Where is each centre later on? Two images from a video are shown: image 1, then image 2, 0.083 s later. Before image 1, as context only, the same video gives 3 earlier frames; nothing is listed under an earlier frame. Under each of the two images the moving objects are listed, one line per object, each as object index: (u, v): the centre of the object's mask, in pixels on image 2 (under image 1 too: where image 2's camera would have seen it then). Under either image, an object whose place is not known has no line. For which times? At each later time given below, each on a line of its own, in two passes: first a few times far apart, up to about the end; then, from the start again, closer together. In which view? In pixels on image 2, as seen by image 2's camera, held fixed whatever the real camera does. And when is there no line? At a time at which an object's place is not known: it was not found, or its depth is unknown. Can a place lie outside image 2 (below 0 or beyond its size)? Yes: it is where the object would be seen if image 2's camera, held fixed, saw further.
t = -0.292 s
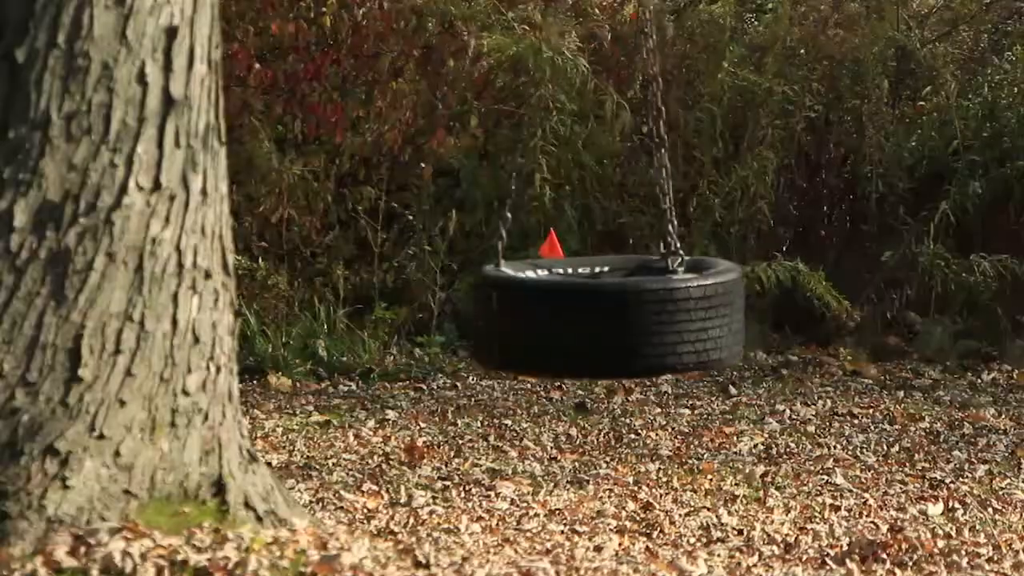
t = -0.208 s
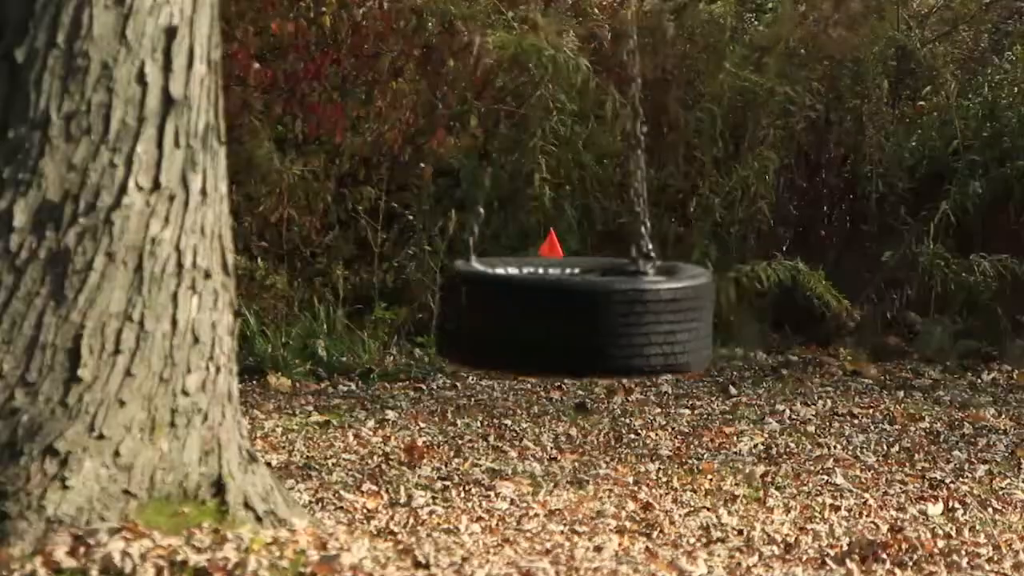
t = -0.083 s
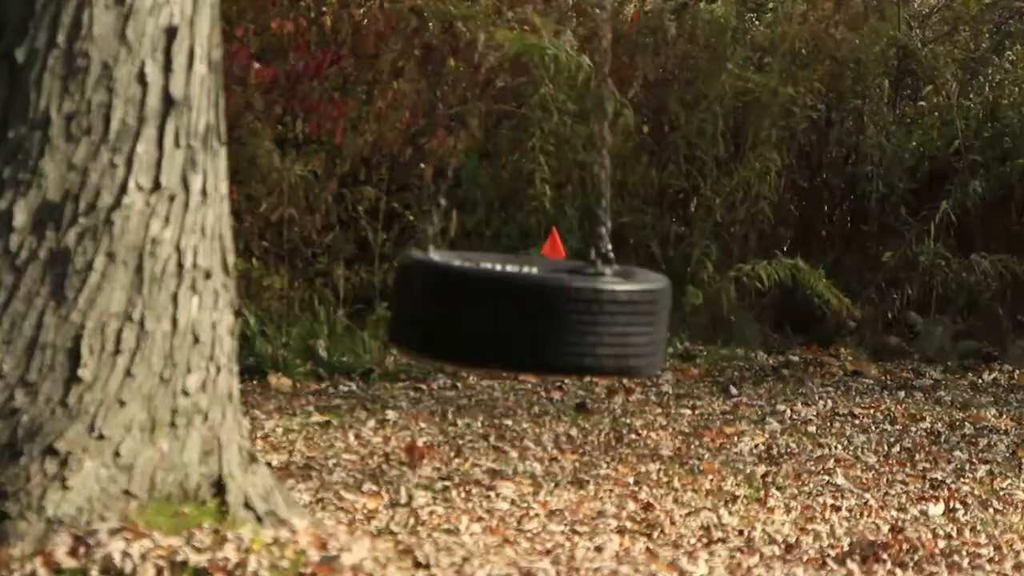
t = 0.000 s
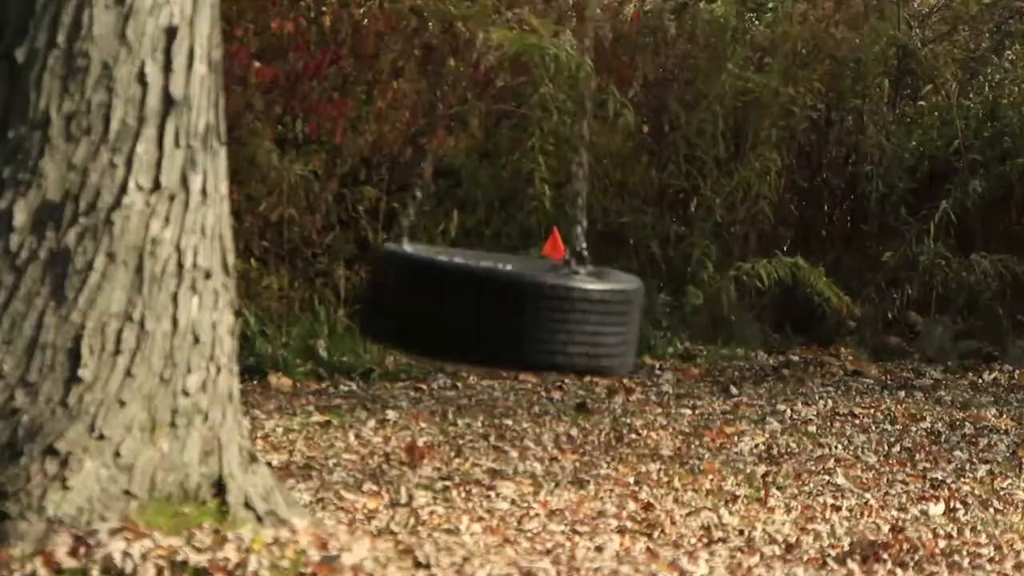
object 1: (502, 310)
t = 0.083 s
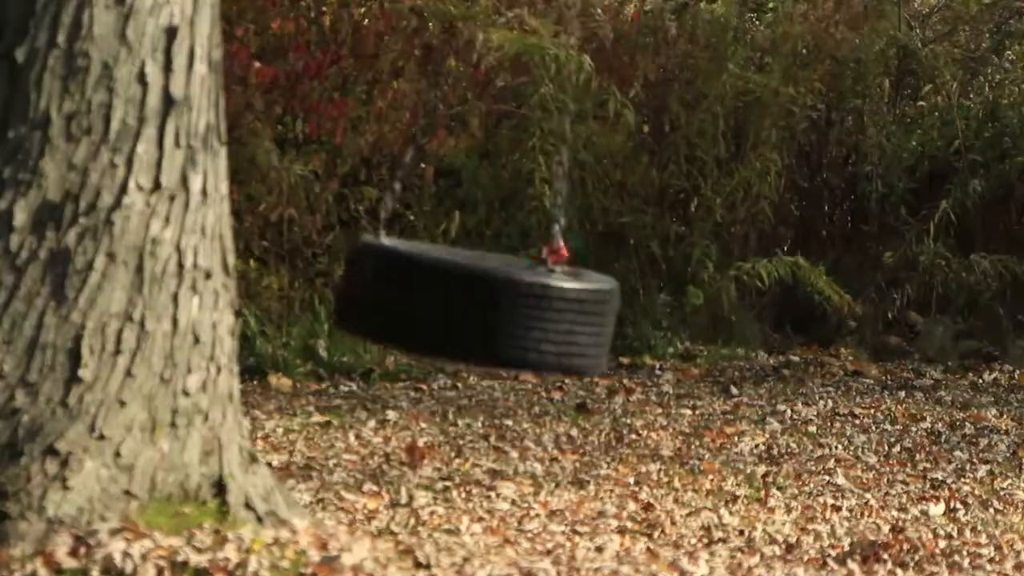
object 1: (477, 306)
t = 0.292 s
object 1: (434, 297)
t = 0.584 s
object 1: (433, 297)
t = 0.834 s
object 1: (491, 308)
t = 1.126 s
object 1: (594, 314)
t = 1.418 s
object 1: (693, 304)
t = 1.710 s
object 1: (739, 290)
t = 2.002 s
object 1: (723, 291)
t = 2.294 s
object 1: (644, 302)
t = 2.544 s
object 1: (558, 306)
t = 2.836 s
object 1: (474, 302)
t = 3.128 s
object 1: (445, 300)
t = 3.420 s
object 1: (478, 307)
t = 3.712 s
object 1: (563, 317)
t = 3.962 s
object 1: (640, 317)
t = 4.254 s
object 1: (700, 307)
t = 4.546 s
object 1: (703, 295)
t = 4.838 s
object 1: (659, 289)
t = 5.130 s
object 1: (590, 289)
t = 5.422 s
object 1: (525, 296)
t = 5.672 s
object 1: (496, 304)
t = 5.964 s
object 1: (504, 311)
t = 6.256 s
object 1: (553, 312)
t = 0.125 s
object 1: (466, 304)
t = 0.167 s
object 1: (457, 303)
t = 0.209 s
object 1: (448, 300)
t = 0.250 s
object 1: (440, 299)
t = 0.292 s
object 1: (434, 297)
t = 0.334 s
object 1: (429, 296)
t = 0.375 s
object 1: (426, 296)
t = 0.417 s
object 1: (426, 295)
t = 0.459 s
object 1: (426, 295)
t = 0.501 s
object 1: (427, 296)
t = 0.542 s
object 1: (429, 296)
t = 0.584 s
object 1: (433, 297)
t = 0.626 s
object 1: (440, 298)
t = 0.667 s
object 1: (448, 300)
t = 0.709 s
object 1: (458, 302)
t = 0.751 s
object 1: (467, 304)
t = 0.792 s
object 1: (479, 306)
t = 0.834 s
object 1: (491, 308)
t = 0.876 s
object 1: (503, 310)
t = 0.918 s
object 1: (517, 311)
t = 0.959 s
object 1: (532, 313)
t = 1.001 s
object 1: (548, 314)
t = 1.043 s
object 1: (563, 314)
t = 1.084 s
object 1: (578, 314)
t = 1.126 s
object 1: (594, 314)
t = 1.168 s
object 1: (610, 314)
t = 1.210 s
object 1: (626, 313)
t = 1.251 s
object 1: (642, 311)
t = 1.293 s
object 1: (654, 310)
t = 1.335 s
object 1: (669, 308)
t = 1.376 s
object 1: (683, 305)
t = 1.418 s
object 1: (693, 304)
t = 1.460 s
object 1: (704, 301)
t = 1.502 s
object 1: (713, 299)
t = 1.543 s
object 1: (722, 297)
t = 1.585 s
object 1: (728, 295)
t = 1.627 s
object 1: (732, 293)
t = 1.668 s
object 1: (737, 292)
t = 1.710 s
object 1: (739, 290)
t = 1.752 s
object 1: (741, 289)
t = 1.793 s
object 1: (740, 289)
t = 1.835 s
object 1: (739, 289)
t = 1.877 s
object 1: (736, 289)
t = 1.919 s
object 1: (734, 289)
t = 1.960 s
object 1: (729, 289)
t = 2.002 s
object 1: (723, 291)
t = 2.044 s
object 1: (714, 292)
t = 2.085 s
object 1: (704, 294)
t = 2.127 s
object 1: (694, 295)
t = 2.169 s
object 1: (684, 297)
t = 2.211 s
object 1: (672, 298)
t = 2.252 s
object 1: (657, 299)
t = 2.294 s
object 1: (644, 302)
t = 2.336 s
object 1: (631, 303)
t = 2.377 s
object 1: (617, 304)
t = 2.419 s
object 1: (601, 305)
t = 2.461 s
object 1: (586, 306)
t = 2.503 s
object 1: (572, 306)
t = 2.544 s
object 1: (558, 306)
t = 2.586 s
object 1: (544, 306)
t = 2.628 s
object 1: (530, 306)
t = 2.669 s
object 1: (518, 305)
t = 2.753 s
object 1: (494, 304)
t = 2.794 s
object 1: (483, 303)
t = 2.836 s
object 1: (474, 302)
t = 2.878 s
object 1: (465, 301)
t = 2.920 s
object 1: (459, 301)
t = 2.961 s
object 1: (453, 300)
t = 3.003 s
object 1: (449, 300)
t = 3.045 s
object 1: (446, 299)
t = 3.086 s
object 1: (445, 300)
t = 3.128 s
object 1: (445, 300)
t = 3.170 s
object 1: (445, 300)
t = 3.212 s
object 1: (447, 301)
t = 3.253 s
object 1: (451, 302)
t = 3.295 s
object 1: (455, 303)
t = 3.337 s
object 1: (461, 304)
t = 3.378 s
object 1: (469, 305)
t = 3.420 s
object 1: (478, 307)
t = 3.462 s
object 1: (488, 309)
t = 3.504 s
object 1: (499, 311)
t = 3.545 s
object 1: (510, 312)
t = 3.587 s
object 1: (523, 314)
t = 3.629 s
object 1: (535, 315)
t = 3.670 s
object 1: (549, 316)
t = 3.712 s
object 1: (563, 317)
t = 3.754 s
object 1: (575, 317)
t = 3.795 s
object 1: (589, 318)
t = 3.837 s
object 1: (602, 318)
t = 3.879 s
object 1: (616, 318)
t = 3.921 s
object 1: (629, 317)
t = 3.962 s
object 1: (640, 317)
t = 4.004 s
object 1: (652, 316)
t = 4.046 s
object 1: (663, 315)
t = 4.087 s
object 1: (674, 313)
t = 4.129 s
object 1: (681, 312)
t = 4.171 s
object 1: (688, 311)
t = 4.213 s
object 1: (695, 309)
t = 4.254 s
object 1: (700, 307)
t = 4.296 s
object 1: (704, 305)
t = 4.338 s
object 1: (706, 304)
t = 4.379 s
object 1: (708, 302)
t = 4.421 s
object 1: (709, 299)
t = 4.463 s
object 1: (709, 298)
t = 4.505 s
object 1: (707, 297)
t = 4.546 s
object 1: (703, 295)
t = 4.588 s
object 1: (700, 294)
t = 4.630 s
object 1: (696, 293)
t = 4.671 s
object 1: (691, 292)
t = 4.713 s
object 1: (685, 291)
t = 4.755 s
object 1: (676, 290)
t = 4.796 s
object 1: (669, 289)
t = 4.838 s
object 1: (659, 289)
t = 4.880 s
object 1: (650, 288)
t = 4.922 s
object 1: (640, 288)
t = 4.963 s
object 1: (631, 288)
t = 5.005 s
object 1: (619, 288)
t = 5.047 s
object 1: (611, 288)
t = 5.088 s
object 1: (600, 289)
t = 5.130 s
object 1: (590, 289)
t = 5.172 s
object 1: (579, 289)
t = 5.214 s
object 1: (568, 291)
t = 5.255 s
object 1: (559, 291)
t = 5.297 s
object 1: (549, 292)
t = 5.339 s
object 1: (541, 294)
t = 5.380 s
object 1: (532, 295)
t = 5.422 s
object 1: (525, 296)
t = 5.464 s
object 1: (519, 297)
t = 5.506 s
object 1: (512, 299)
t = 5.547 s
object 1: (507, 300)
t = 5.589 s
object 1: (504, 301)
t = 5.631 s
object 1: (501, 303)
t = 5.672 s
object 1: (496, 304)
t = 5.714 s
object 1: (495, 306)
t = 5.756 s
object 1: (495, 307)
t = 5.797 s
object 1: (495, 308)
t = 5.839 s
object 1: (496, 309)
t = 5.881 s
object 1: (498, 310)
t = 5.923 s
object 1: (500, 310)
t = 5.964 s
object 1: (504, 311)
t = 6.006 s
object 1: (511, 312)
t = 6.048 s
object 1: (516, 313)
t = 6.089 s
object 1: (523, 312)
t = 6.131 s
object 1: (530, 312)
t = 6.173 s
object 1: (537, 312)
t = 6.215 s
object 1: (547, 311)
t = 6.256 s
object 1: (553, 312)
